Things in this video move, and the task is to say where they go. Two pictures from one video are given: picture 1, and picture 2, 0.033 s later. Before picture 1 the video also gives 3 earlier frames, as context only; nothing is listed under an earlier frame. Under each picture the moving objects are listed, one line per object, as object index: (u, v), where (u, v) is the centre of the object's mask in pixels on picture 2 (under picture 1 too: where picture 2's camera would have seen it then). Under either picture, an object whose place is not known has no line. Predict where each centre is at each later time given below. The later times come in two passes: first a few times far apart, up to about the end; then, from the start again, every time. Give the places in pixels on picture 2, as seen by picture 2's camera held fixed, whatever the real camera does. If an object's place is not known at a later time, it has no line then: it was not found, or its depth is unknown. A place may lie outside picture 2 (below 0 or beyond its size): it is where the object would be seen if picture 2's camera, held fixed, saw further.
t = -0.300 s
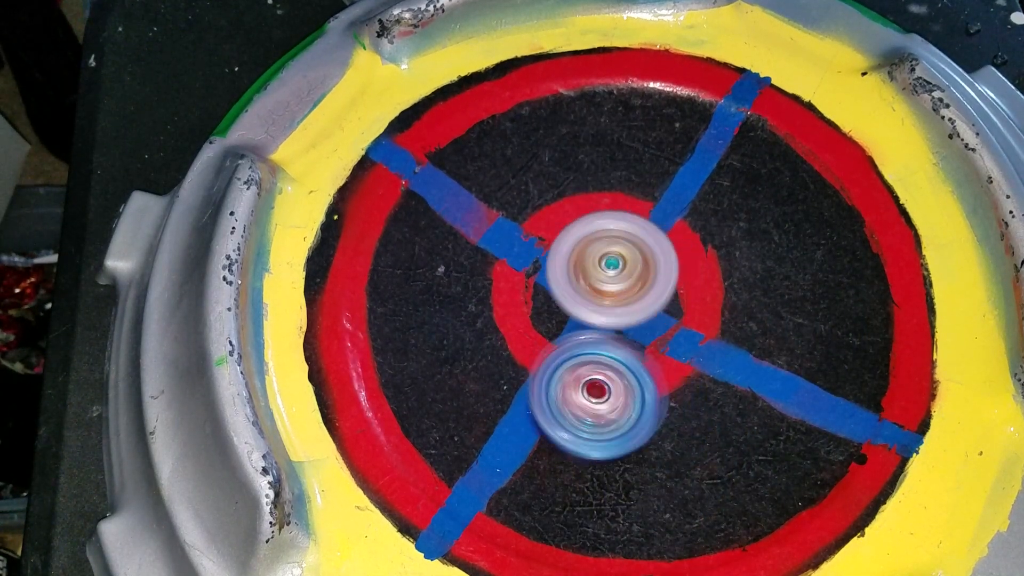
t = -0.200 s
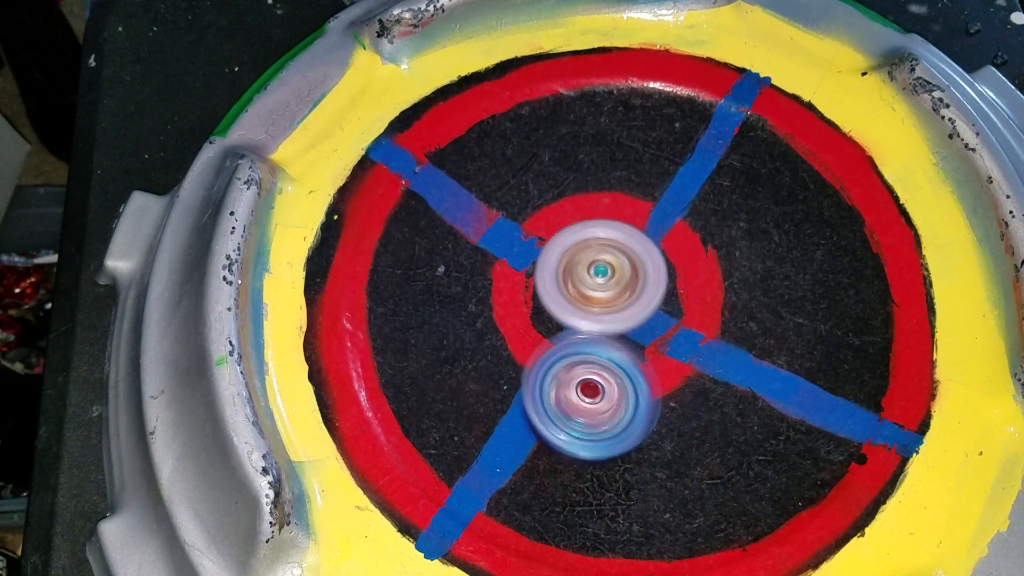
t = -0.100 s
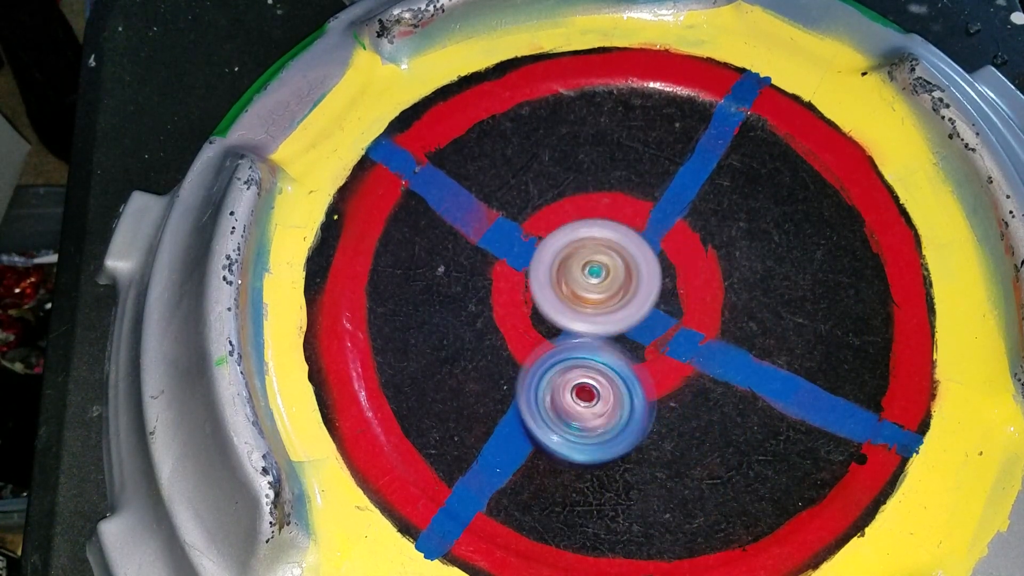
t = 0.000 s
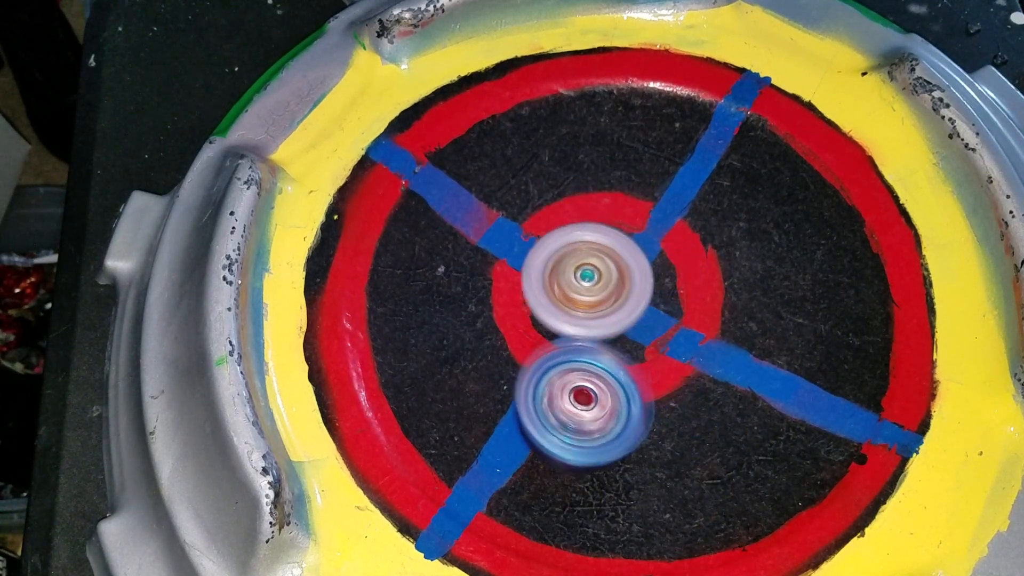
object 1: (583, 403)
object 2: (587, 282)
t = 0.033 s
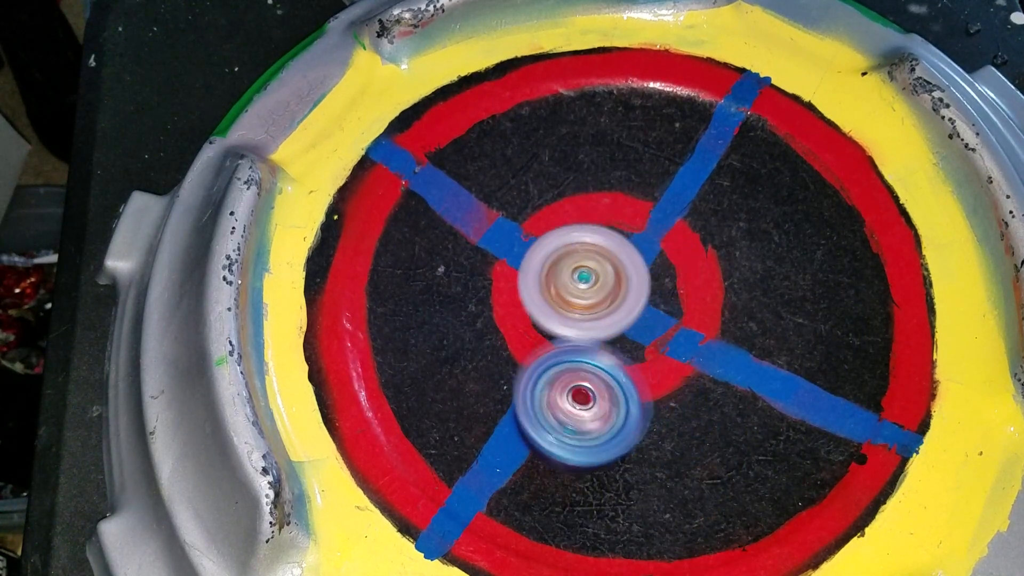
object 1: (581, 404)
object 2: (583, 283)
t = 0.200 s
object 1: (580, 408)
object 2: (578, 283)
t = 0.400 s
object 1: (591, 404)
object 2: (576, 283)
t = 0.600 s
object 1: (617, 400)
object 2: (577, 276)
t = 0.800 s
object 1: (672, 449)
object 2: (571, 230)
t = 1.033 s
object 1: (643, 404)
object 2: (569, 233)
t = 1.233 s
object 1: (680, 339)
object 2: (567, 232)
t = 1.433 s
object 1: (794, 357)
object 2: (525, 208)
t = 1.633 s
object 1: (767, 347)
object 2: (536, 247)
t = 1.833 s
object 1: (714, 320)
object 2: (572, 294)
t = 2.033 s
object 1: (712, 300)
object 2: (566, 307)
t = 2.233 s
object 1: (710, 274)
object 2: (559, 317)
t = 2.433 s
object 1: (740, 251)
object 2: (504, 330)
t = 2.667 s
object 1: (708, 258)
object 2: (487, 342)
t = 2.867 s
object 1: (656, 275)
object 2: (497, 337)
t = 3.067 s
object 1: (631, 291)
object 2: (503, 321)
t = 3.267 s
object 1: (632, 299)
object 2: (501, 312)
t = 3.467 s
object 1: (648, 318)
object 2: (513, 293)
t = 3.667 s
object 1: (653, 328)
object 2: (533, 271)
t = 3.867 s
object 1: (677, 332)
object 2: (561, 269)
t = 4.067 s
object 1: (701, 331)
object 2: (574, 272)
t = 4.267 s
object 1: (720, 347)
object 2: (588, 275)
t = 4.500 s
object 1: (733, 369)
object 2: (585, 286)
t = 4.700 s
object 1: (722, 384)
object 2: (580, 295)
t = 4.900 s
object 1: (732, 419)
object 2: (566, 271)
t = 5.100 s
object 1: (691, 405)
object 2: (560, 275)
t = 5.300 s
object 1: (673, 396)
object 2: (556, 263)
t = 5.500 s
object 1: (649, 392)
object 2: (553, 254)
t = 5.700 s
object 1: (630, 381)
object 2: (559, 256)
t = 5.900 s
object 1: (615, 376)
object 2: (567, 263)
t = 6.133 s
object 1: (604, 391)
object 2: (591, 273)
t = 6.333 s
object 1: (607, 397)
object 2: (616, 281)
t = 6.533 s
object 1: (603, 403)
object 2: (634, 288)
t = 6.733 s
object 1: (596, 391)
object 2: (644, 284)
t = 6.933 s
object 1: (587, 387)
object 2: (641, 276)
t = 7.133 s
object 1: (571, 383)
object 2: (626, 277)
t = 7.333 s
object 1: (566, 384)
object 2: (616, 274)
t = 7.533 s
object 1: (572, 385)
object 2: (603, 268)
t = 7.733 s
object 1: (584, 388)
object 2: (595, 266)
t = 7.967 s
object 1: (609, 393)
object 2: (596, 271)
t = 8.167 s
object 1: (636, 394)
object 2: (600, 267)
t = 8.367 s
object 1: (650, 381)
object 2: (606, 257)
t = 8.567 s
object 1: (663, 400)
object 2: (596, 238)
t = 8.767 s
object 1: (646, 375)
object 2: (584, 257)
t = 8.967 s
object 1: (642, 372)
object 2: (577, 265)
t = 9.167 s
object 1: (636, 368)
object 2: (559, 269)
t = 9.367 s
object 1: (648, 374)
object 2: (558, 276)
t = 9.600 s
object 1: (661, 375)
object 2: (567, 280)
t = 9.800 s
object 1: (675, 368)
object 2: (577, 279)
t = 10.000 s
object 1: (684, 364)
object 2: (572, 279)
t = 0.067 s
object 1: (581, 405)
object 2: (580, 284)
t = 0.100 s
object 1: (579, 405)
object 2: (579, 284)
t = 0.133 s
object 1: (579, 404)
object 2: (578, 284)
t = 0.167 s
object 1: (579, 406)
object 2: (577, 284)
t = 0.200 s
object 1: (580, 408)
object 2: (578, 283)
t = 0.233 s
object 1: (580, 408)
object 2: (578, 283)
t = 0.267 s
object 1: (582, 407)
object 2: (577, 284)
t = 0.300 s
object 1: (583, 405)
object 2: (577, 285)
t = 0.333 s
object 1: (586, 406)
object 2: (576, 284)
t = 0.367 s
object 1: (588, 404)
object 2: (576, 284)
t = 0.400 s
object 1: (591, 404)
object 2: (576, 283)
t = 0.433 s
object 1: (595, 405)
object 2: (577, 283)
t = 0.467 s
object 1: (600, 403)
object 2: (578, 282)
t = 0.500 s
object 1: (605, 401)
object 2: (579, 282)
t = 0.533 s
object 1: (610, 402)
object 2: (579, 279)
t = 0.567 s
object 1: (615, 402)
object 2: (579, 277)
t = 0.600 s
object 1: (617, 400)
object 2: (577, 276)
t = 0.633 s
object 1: (620, 397)
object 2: (574, 277)
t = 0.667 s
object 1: (628, 402)
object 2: (572, 275)
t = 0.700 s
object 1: (643, 424)
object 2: (568, 255)
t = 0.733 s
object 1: (658, 438)
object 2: (568, 242)
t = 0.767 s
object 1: (667, 446)
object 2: (570, 234)
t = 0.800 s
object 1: (672, 449)
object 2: (571, 230)
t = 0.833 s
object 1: (675, 448)
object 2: (571, 229)
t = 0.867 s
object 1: (676, 445)
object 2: (570, 230)
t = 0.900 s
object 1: (672, 438)
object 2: (569, 232)
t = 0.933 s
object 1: (666, 431)
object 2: (568, 233)
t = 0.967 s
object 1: (660, 423)
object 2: (568, 233)
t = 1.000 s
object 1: (653, 414)
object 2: (568, 233)
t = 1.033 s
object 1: (643, 404)
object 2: (569, 233)
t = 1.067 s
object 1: (641, 393)
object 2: (570, 234)
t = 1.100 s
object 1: (642, 381)
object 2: (571, 234)
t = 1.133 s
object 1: (645, 368)
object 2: (571, 236)
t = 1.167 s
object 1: (651, 351)
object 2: (571, 237)
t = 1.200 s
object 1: (655, 340)
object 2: (572, 238)
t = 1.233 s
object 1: (680, 339)
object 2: (567, 232)
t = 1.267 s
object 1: (721, 347)
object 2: (553, 215)
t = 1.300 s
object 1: (750, 352)
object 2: (542, 206)
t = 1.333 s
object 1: (772, 356)
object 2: (535, 203)
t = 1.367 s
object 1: (786, 356)
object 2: (530, 204)
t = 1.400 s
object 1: (791, 357)
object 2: (527, 204)
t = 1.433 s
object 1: (794, 357)
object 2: (525, 208)
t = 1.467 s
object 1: (794, 358)
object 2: (524, 213)
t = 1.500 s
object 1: (791, 357)
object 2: (526, 219)
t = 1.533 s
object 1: (786, 356)
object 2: (528, 227)
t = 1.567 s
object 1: (780, 353)
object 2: (531, 234)
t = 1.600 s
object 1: (773, 349)
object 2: (532, 240)
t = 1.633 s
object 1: (767, 347)
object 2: (536, 247)
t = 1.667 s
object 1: (761, 343)
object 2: (539, 257)
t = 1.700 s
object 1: (754, 338)
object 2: (543, 265)
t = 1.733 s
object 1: (746, 333)
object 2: (550, 273)
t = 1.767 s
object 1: (736, 329)
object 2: (557, 281)
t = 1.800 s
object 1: (725, 325)
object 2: (565, 288)
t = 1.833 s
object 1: (714, 320)
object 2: (572, 294)
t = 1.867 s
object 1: (717, 316)
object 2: (568, 294)
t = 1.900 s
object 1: (719, 313)
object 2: (564, 295)
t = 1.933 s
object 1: (716, 310)
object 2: (565, 297)
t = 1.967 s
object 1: (711, 307)
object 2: (568, 301)
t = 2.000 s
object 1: (713, 304)
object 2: (566, 304)
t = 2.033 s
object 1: (712, 300)
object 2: (566, 307)
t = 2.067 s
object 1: (708, 296)
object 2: (569, 311)
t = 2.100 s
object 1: (716, 289)
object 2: (562, 317)
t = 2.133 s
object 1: (720, 282)
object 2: (557, 321)
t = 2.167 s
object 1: (719, 278)
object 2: (555, 321)
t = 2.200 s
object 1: (715, 276)
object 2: (556, 319)
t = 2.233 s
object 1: (710, 274)
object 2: (559, 317)
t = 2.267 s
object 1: (704, 274)
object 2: (560, 316)
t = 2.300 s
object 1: (697, 274)
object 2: (561, 316)
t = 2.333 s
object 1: (695, 272)
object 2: (556, 318)
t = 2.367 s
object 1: (717, 263)
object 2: (531, 322)
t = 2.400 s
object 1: (732, 256)
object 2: (514, 326)
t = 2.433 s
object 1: (740, 251)
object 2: (504, 330)
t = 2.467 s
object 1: (741, 249)
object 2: (498, 333)
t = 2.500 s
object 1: (740, 249)
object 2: (495, 336)
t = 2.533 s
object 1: (736, 250)
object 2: (492, 338)
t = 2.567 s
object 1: (731, 251)
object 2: (490, 340)
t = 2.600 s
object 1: (723, 253)
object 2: (488, 340)
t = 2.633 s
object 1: (717, 256)
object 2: (487, 341)
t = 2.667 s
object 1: (708, 258)
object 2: (487, 342)
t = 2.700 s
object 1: (700, 260)
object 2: (487, 343)
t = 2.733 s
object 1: (691, 262)
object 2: (488, 343)
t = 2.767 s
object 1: (683, 265)
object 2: (490, 343)
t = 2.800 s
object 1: (674, 268)
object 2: (493, 342)
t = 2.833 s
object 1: (666, 271)
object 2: (495, 340)
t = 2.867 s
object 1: (656, 275)
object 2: (497, 337)
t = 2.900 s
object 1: (645, 281)
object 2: (500, 335)
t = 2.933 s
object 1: (637, 286)
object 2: (503, 332)
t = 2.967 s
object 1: (631, 290)
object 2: (506, 329)
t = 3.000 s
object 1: (631, 290)
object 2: (502, 325)
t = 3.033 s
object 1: (634, 290)
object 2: (501, 322)
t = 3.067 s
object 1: (631, 291)
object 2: (503, 321)
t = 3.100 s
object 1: (630, 292)
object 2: (503, 319)
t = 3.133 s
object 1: (629, 293)
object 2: (503, 318)
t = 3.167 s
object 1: (632, 294)
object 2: (499, 319)
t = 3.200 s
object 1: (633, 296)
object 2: (498, 317)
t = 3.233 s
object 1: (633, 298)
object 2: (499, 315)
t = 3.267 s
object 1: (632, 299)
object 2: (501, 312)
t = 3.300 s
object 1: (641, 302)
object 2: (497, 309)
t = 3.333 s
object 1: (649, 305)
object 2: (497, 305)
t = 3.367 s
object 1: (653, 308)
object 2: (500, 301)
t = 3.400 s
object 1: (654, 312)
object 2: (504, 298)
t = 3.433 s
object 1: (651, 315)
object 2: (508, 296)
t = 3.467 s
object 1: (648, 318)
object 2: (513, 293)
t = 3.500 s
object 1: (650, 320)
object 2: (517, 289)
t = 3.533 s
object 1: (653, 324)
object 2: (518, 284)
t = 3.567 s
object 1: (655, 327)
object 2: (521, 280)
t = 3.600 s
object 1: (654, 329)
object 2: (525, 276)
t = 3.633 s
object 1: (651, 329)
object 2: (530, 273)
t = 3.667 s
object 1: (653, 328)
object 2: (533, 271)
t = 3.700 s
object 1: (656, 329)
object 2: (535, 270)
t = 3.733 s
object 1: (660, 330)
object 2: (539, 272)
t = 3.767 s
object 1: (665, 330)
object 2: (543, 271)
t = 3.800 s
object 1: (669, 331)
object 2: (549, 270)
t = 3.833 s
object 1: (672, 332)
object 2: (555, 269)
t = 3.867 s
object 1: (677, 332)
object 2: (561, 269)
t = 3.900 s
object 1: (682, 332)
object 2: (565, 269)
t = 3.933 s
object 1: (687, 332)
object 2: (568, 269)
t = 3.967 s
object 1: (691, 332)
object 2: (570, 272)
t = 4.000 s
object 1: (693, 331)
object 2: (572, 275)
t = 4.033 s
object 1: (698, 330)
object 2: (572, 273)
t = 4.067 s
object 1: (701, 331)
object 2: (574, 272)
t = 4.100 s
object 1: (702, 333)
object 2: (578, 272)
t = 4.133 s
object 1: (704, 335)
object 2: (583, 272)
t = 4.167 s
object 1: (714, 341)
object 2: (582, 272)
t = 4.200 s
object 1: (719, 345)
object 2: (582, 271)
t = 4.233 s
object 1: (721, 346)
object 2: (585, 272)
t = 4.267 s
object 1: (720, 347)
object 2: (588, 275)
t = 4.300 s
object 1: (719, 346)
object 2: (591, 279)
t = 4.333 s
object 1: (716, 345)
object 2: (594, 282)
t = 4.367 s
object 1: (719, 347)
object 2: (593, 284)
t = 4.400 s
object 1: (723, 351)
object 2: (591, 285)
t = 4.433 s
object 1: (722, 352)
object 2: (591, 289)
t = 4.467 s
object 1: (721, 354)
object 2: (593, 292)
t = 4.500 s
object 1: (733, 369)
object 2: (585, 286)
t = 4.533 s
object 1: (742, 381)
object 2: (579, 281)
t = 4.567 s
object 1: (744, 389)
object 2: (578, 281)
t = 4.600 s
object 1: (743, 391)
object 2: (578, 284)
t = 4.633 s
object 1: (738, 390)
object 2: (578, 288)
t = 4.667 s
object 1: (731, 387)
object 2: (579, 291)
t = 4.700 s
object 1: (722, 384)
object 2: (580, 295)
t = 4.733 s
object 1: (714, 381)
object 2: (582, 298)
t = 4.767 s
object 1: (705, 377)
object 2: (585, 301)
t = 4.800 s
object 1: (708, 382)
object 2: (583, 297)
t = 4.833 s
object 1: (718, 397)
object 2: (575, 284)
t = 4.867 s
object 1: (728, 411)
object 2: (569, 275)
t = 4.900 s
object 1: (732, 419)
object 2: (566, 271)
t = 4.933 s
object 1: (730, 423)
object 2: (565, 270)
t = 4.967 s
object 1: (726, 424)
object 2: (563, 270)
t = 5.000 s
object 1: (719, 421)
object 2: (562, 269)
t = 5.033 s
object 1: (710, 418)
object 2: (560, 270)
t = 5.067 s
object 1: (701, 412)
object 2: (559, 273)
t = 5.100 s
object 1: (691, 405)
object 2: (560, 275)
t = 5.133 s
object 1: (681, 398)
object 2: (562, 277)
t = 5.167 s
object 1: (671, 391)
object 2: (566, 280)
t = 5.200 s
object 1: (662, 384)
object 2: (569, 282)
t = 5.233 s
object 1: (656, 379)
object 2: (570, 283)
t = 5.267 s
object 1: (663, 387)
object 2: (563, 272)
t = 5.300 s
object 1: (673, 396)
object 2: (556, 263)
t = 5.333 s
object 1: (675, 399)
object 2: (553, 259)
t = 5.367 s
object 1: (672, 398)
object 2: (551, 258)
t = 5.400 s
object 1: (667, 397)
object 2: (551, 257)
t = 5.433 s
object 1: (661, 396)
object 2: (550, 256)
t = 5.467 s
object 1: (655, 394)
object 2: (551, 255)
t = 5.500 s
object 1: (649, 392)
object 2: (553, 254)
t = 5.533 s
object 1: (643, 387)
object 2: (555, 254)
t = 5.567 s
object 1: (636, 383)
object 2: (558, 255)
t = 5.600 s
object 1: (630, 378)
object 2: (560, 258)
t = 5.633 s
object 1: (624, 373)
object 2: (561, 262)
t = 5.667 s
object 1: (624, 374)
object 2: (562, 263)
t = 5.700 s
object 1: (630, 381)
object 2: (559, 256)
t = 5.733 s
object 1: (632, 383)
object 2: (558, 254)
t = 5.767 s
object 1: (630, 381)
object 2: (559, 253)
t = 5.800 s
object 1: (626, 378)
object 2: (561, 254)
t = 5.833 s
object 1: (621, 376)
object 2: (563, 257)
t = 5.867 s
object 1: (618, 376)
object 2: (565, 260)
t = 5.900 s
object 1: (615, 376)
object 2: (567, 263)
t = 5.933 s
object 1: (613, 378)
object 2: (571, 265)
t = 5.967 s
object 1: (614, 384)
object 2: (574, 263)
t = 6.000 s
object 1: (613, 387)
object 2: (577, 265)
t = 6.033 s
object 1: (610, 389)
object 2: (580, 268)
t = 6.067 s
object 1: (608, 390)
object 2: (583, 269)
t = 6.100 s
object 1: (606, 390)
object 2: (587, 271)
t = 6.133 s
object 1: (604, 391)
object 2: (591, 273)
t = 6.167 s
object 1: (607, 394)
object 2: (594, 273)
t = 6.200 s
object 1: (607, 396)
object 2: (599, 275)
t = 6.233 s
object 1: (607, 397)
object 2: (604, 276)
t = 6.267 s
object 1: (606, 396)
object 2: (608, 278)
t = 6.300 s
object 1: (606, 396)
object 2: (612, 280)
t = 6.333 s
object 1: (607, 397)
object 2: (616, 281)
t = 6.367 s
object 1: (607, 398)
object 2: (619, 282)
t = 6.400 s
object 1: (606, 400)
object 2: (621, 282)
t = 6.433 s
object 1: (605, 400)
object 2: (625, 284)
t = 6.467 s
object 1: (605, 401)
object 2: (628, 287)
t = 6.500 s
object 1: (604, 402)
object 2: (632, 287)
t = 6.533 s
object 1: (603, 403)
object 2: (634, 288)
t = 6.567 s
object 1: (602, 401)
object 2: (636, 288)
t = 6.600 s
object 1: (600, 400)
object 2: (639, 290)
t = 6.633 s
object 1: (599, 398)
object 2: (640, 290)
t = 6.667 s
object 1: (598, 396)
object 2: (641, 287)
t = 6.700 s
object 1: (597, 393)
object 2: (642, 285)
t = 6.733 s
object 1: (596, 391)
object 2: (644, 284)
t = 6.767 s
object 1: (596, 390)
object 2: (646, 283)
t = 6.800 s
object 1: (597, 390)
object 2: (647, 282)
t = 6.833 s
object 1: (595, 391)
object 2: (649, 278)
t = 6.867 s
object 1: (592, 391)
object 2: (648, 277)
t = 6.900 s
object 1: (589, 390)
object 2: (645, 277)
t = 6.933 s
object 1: (587, 387)
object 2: (641, 276)
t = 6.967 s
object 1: (584, 385)
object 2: (638, 277)
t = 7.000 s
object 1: (582, 381)
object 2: (634, 277)
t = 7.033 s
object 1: (579, 380)
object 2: (633, 277)
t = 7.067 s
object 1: (576, 381)
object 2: (631, 276)
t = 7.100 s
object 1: (575, 381)
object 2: (628, 277)
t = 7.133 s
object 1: (571, 383)
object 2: (626, 277)
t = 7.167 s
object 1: (569, 385)
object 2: (624, 276)
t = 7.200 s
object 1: (569, 385)
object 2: (624, 275)
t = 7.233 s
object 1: (568, 384)
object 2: (624, 274)
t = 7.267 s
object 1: (567, 382)
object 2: (621, 274)
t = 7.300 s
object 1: (566, 381)
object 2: (618, 276)
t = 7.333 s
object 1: (566, 384)
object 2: (616, 274)
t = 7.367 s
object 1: (566, 384)
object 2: (614, 271)
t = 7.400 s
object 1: (567, 383)
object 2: (612, 270)
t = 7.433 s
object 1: (567, 381)
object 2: (608, 270)
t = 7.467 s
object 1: (568, 381)
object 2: (605, 271)
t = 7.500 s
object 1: (569, 384)
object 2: (604, 268)
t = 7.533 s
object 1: (572, 385)
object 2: (603, 268)
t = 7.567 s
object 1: (572, 384)
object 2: (600, 267)
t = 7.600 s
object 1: (572, 383)
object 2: (598, 267)
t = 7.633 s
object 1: (575, 384)
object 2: (595, 267)
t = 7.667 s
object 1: (578, 386)
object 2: (595, 265)
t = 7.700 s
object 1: (581, 388)
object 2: (596, 264)
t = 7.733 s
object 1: (584, 388)
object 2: (595, 266)
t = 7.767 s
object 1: (586, 387)
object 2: (593, 267)
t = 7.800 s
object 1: (589, 387)
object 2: (591, 268)
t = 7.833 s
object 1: (597, 394)
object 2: (591, 266)
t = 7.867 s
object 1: (601, 395)
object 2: (592, 265)
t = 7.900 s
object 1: (604, 394)
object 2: (594, 267)
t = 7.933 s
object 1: (606, 393)
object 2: (595, 269)
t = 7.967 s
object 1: (609, 393)
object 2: (596, 271)
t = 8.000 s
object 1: (612, 392)
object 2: (596, 272)
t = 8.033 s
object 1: (616, 394)
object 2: (596, 271)
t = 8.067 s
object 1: (621, 396)
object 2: (596, 269)
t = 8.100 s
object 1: (624, 395)
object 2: (598, 269)
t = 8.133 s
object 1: (629, 391)
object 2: (601, 270)
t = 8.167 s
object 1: (636, 394)
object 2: (600, 267)
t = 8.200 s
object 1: (638, 394)
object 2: (600, 263)
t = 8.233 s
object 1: (641, 394)
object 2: (602, 262)
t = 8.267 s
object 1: (644, 393)
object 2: (603, 261)
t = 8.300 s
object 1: (647, 391)
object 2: (602, 260)
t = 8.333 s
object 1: (650, 386)
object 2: (604, 257)
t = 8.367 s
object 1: (650, 381)
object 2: (606, 257)
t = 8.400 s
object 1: (649, 375)
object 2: (609, 258)
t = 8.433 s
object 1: (656, 379)
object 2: (609, 256)
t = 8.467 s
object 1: (659, 392)
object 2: (606, 245)
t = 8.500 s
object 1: (661, 399)
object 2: (604, 241)
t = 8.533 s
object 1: (663, 401)
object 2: (599, 239)
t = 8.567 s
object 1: (663, 400)
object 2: (596, 238)
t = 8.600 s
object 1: (661, 397)
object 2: (593, 241)
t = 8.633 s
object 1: (659, 392)
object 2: (591, 244)
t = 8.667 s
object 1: (658, 389)
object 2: (589, 248)
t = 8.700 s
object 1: (654, 386)
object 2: (587, 251)
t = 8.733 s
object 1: (649, 381)
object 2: (586, 255)
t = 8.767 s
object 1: (646, 375)
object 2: (584, 257)
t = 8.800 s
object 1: (643, 371)
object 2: (584, 259)
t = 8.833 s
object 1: (643, 370)
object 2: (584, 259)
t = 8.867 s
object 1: (642, 371)
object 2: (581, 258)
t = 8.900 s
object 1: (641, 370)
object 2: (579, 261)
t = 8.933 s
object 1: (640, 370)
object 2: (577, 264)
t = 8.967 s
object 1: (642, 372)
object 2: (577, 265)
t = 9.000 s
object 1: (640, 370)
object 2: (575, 266)
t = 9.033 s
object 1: (638, 370)
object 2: (571, 265)
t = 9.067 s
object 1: (636, 370)
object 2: (567, 266)
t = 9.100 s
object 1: (635, 370)
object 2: (565, 267)
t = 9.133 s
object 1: (636, 370)
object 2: (563, 267)
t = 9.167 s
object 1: (636, 368)
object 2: (559, 269)
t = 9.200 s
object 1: (638, 366)
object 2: (557, 269)
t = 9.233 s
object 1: (641, 367)
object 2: (557, 270)
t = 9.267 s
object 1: (643, 369)
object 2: (558, 271)
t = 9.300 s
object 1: (644, 370)
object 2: (559, 273)
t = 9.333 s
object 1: (645, 372)
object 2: (558, 274)
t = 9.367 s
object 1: (648, 374)
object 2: (558, 276)
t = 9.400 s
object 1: (650, 375)
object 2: (559, 276)
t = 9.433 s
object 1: (650, 374)
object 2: (560, 276)
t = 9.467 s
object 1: (649, 373)
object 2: (561, 277)
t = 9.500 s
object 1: (653, 375)
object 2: (562, 276)
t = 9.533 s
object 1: (658, 378)
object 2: (565, 277)
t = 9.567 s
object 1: (660, 377)
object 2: (567, 278)
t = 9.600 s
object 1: (661, 375)
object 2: (567, 280)
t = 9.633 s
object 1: (665, 374)
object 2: (568, 279)
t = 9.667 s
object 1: (667, 374)
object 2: (571, 280)
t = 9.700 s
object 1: (668, 371)
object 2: (571, 280)
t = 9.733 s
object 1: (670, 370)
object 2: (571, 280)
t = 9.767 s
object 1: (674, 369)
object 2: (573, 278)
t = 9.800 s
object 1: (675, 368)
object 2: (577, 279)
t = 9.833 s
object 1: (678, 366)
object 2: (577, 278)
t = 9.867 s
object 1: (684, 369)
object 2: (573, 275)
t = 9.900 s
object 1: (688, 369)
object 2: (572, 275)
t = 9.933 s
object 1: (689, 369)
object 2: (571, 276)
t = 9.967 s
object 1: (686, 367)
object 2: (571, 277)
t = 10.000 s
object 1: (684, 364)
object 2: (572, 279)
